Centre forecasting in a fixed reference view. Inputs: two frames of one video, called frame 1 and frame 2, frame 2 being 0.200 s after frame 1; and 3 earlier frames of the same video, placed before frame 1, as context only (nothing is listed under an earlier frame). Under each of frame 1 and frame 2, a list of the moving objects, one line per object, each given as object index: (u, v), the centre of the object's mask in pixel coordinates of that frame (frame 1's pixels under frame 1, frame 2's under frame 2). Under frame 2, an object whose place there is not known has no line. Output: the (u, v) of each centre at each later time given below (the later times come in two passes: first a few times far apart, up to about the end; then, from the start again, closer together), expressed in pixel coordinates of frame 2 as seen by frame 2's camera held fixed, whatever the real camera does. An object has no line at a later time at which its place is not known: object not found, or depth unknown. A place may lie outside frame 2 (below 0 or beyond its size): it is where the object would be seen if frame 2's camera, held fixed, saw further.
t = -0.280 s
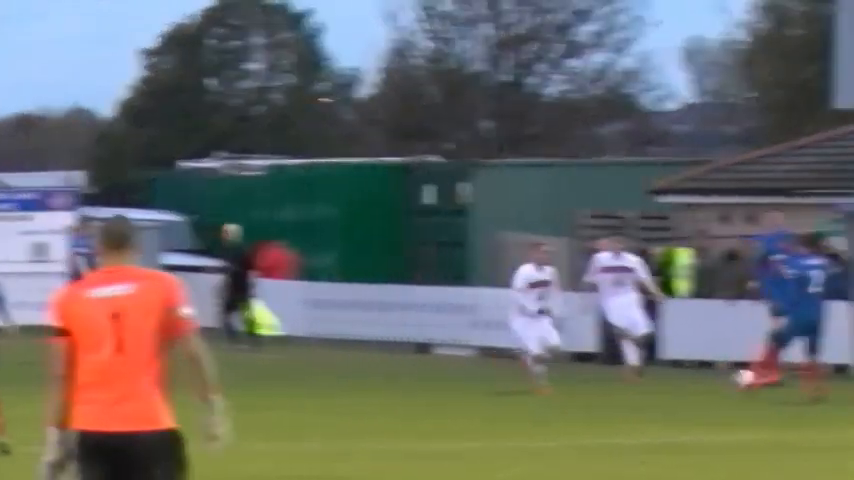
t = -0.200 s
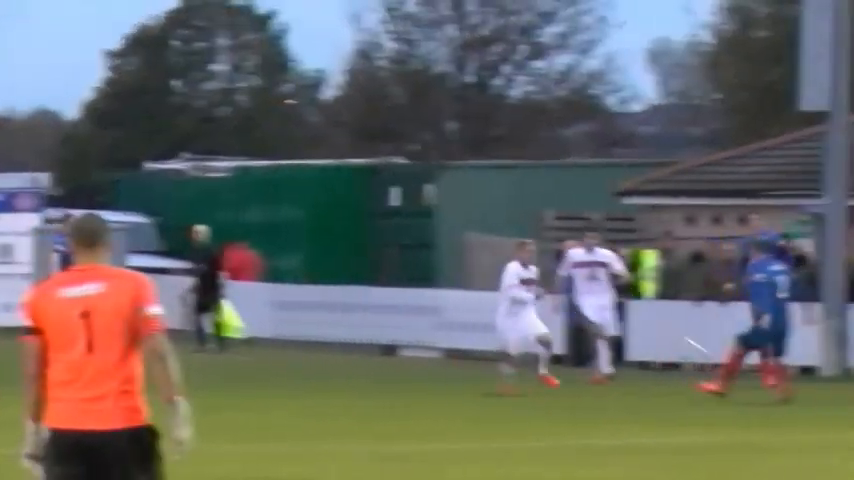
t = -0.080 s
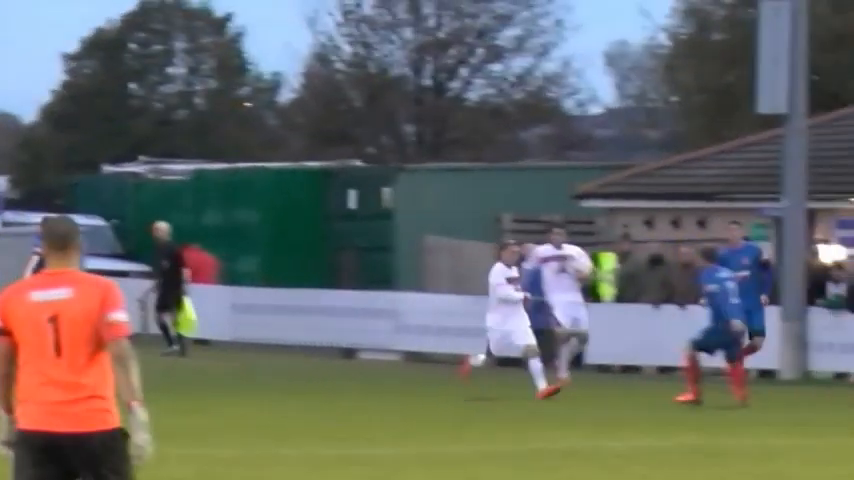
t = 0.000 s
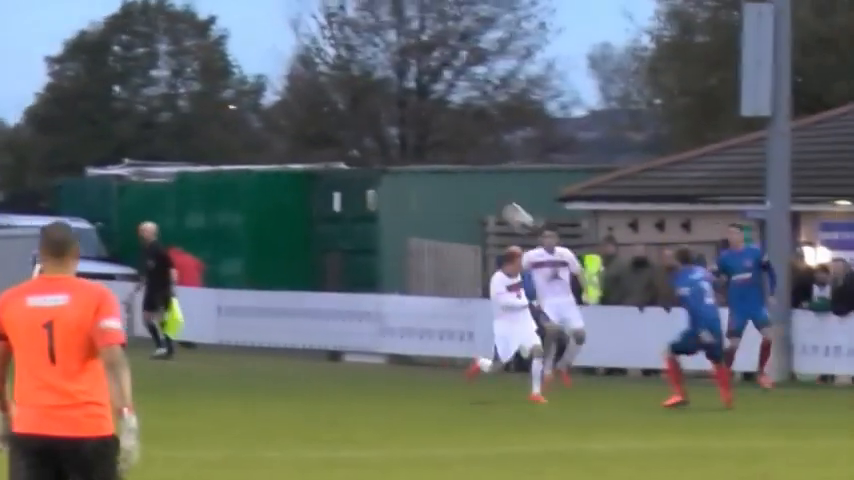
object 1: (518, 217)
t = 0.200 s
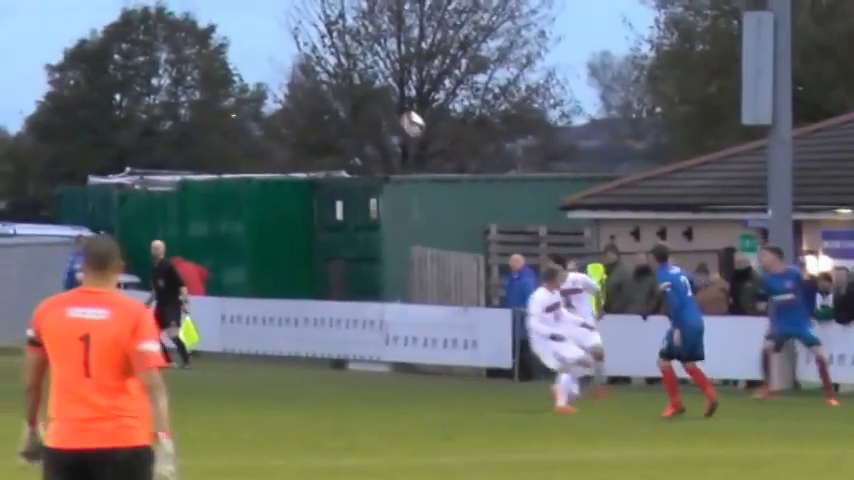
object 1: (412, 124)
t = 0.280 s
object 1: (372, 92)
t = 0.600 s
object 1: (227, 19)
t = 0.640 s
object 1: (213, 16)
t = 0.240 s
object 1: (392, 107)
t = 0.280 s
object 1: (372, 92)
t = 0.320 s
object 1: (352, 79)
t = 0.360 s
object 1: (334, 67)
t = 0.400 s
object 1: (316, 55)
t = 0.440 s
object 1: (297, 45)
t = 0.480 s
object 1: (277, 37)
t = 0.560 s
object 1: (244, 25)
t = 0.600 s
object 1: (227, 19)
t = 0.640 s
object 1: (213, 16)
